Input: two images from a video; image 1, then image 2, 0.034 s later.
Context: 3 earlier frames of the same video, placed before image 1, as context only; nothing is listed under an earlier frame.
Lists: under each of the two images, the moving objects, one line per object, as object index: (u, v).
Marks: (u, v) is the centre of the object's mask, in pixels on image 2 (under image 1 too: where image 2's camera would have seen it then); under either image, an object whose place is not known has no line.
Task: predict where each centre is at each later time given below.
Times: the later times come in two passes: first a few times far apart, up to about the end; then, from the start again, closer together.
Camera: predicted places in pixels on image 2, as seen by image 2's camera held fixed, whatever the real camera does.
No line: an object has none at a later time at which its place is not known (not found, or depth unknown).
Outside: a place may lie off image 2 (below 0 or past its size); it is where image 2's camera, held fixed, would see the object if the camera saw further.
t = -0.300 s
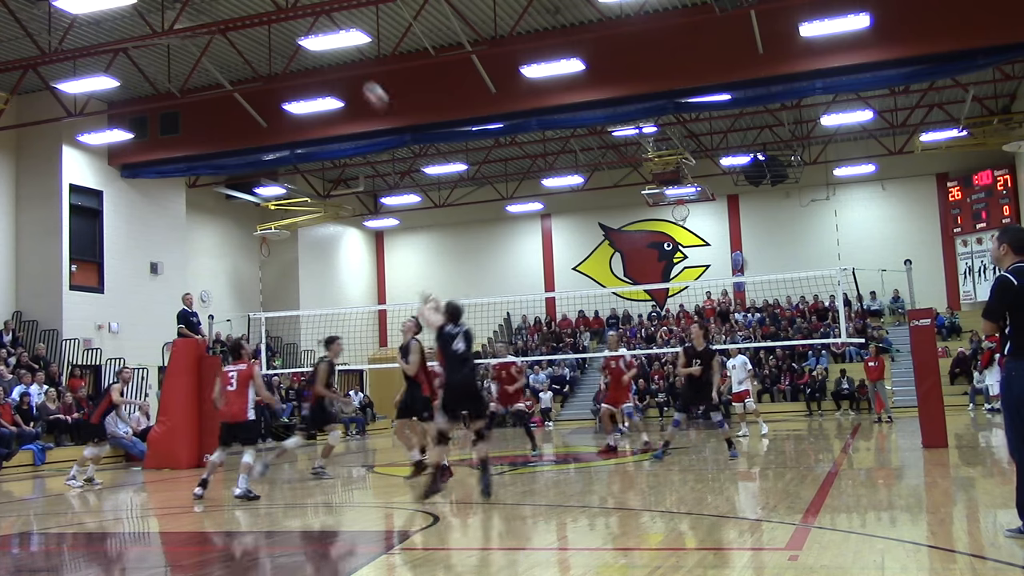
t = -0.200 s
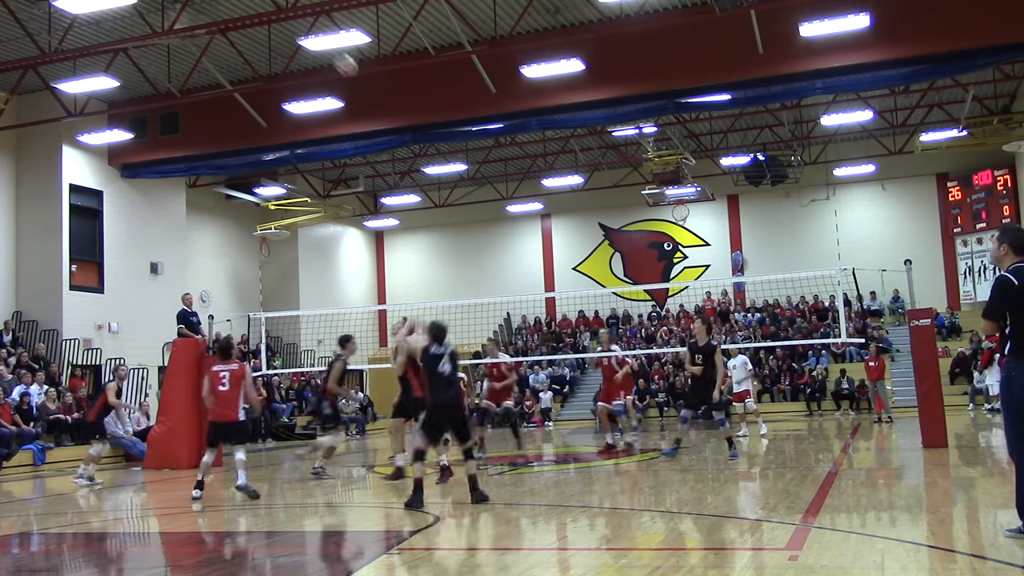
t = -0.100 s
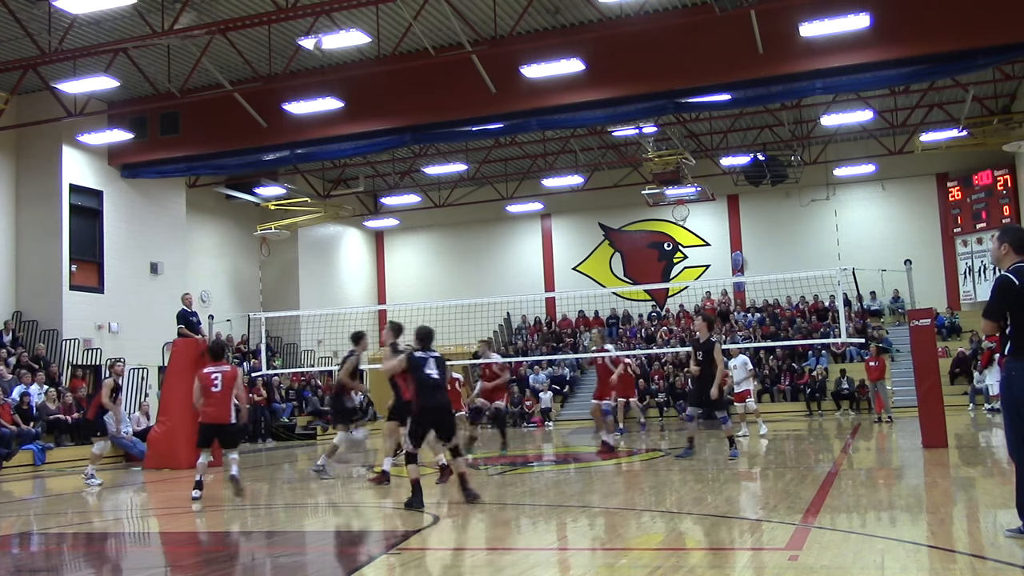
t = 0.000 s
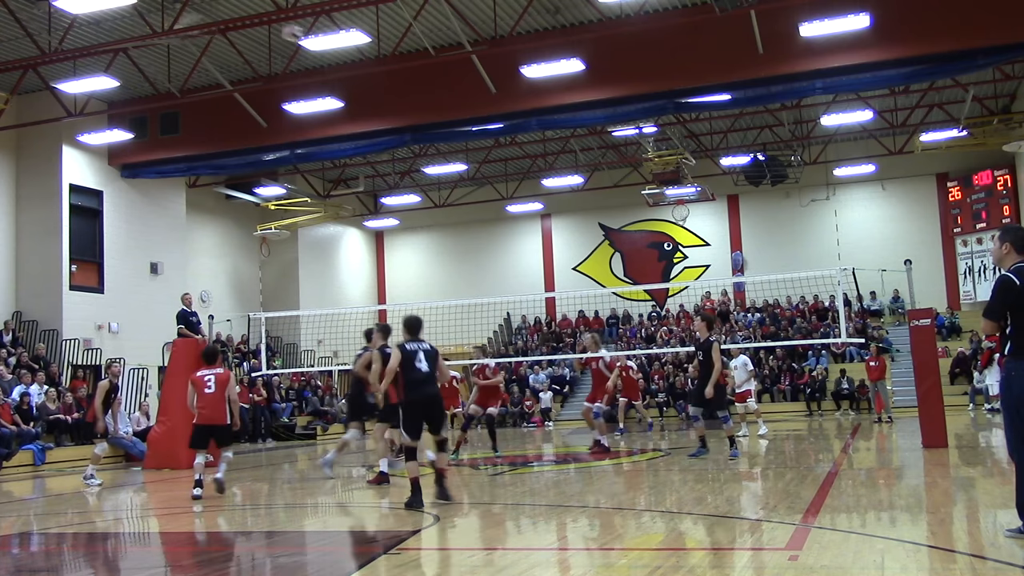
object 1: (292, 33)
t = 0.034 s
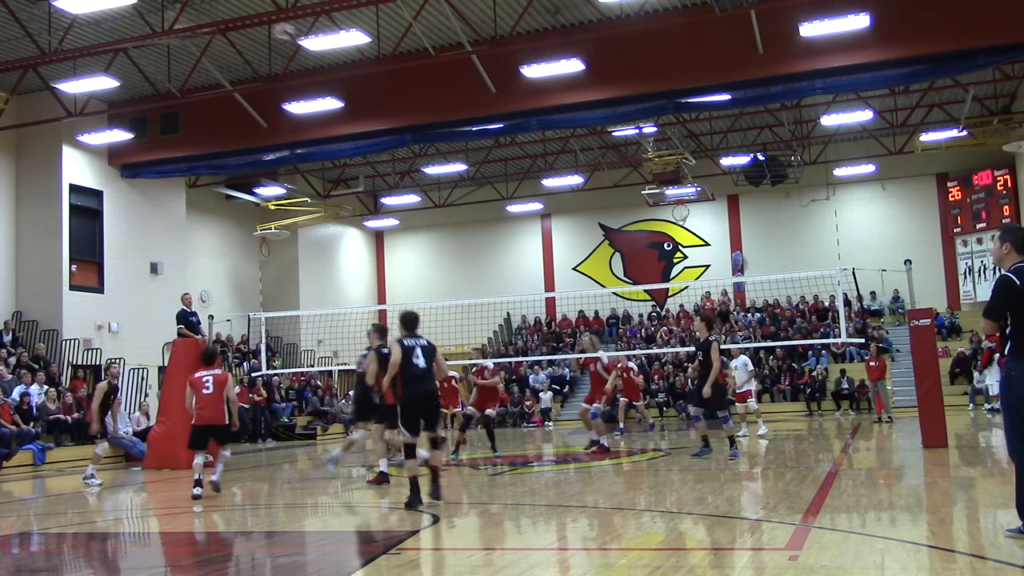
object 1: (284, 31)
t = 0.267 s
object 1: (229, 42)
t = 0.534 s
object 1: (175, 103)
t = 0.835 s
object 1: (123, 226)
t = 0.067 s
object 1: (276, 30)
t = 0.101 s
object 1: (267, 30)
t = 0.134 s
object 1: (259, 31)
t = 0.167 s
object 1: (251, 33)
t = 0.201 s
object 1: (243, 35)
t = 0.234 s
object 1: (236, 39)
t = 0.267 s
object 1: (229, 42)
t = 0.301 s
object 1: (222, 48)
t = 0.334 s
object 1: (215, 54)
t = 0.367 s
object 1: (208, 60)
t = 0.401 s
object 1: (201, 67)
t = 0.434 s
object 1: (194, 75)
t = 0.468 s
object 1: (188, 84)
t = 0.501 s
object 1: (181, 93)
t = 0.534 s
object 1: (175, 103)
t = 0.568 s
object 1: (168, 114)
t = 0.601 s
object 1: (163, 125)
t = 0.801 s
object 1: (128, 212)
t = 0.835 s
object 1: (123, 226)
